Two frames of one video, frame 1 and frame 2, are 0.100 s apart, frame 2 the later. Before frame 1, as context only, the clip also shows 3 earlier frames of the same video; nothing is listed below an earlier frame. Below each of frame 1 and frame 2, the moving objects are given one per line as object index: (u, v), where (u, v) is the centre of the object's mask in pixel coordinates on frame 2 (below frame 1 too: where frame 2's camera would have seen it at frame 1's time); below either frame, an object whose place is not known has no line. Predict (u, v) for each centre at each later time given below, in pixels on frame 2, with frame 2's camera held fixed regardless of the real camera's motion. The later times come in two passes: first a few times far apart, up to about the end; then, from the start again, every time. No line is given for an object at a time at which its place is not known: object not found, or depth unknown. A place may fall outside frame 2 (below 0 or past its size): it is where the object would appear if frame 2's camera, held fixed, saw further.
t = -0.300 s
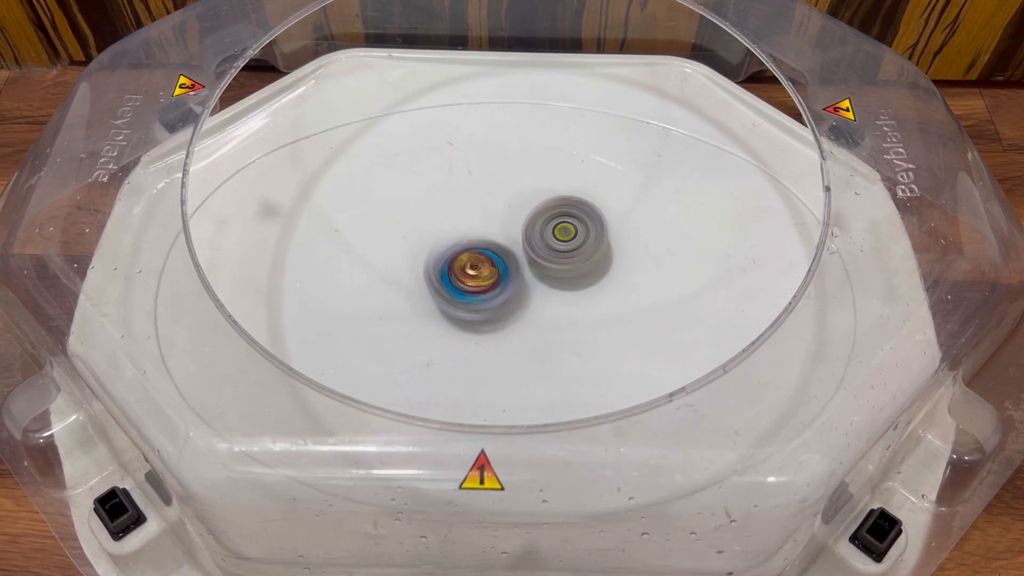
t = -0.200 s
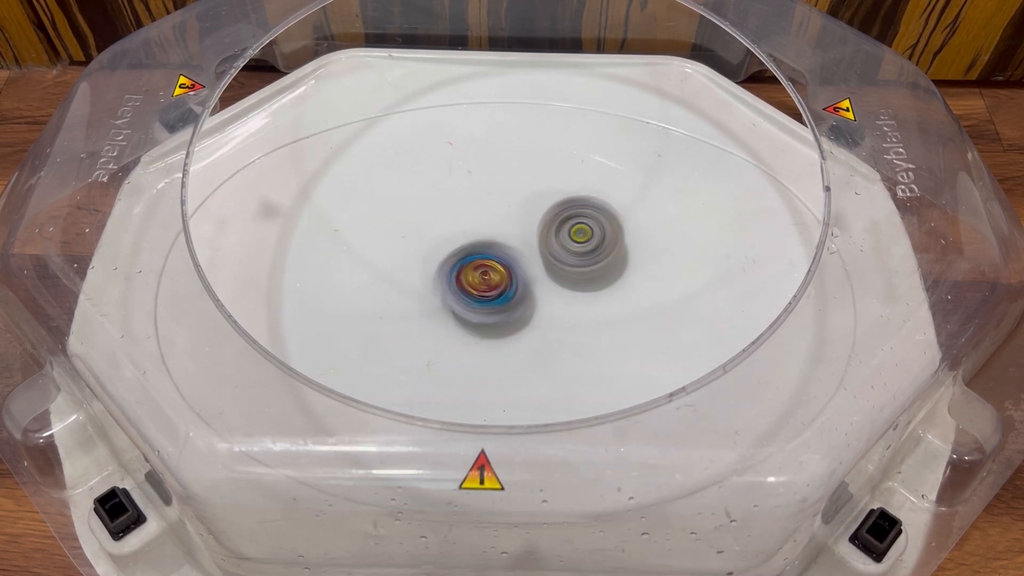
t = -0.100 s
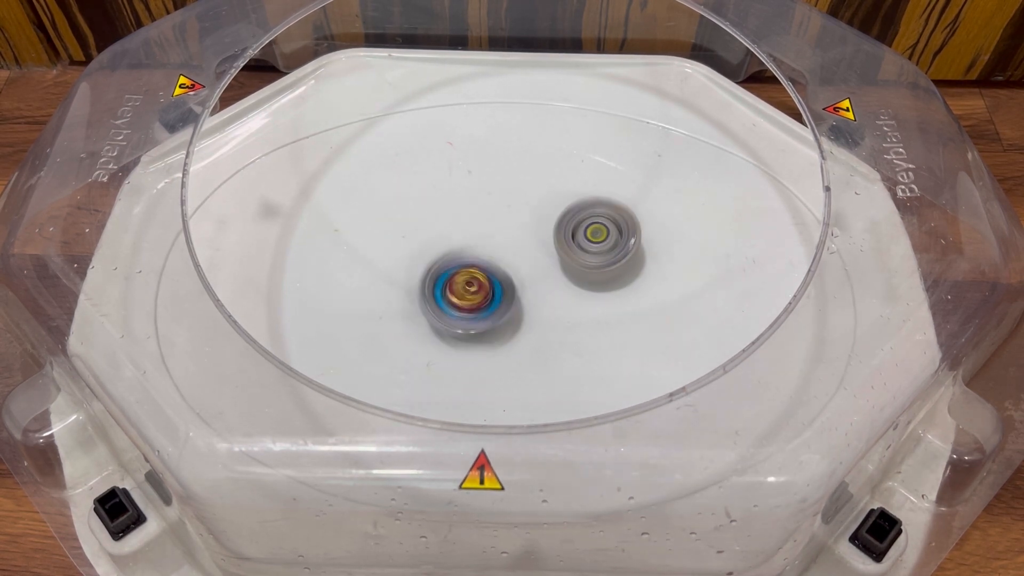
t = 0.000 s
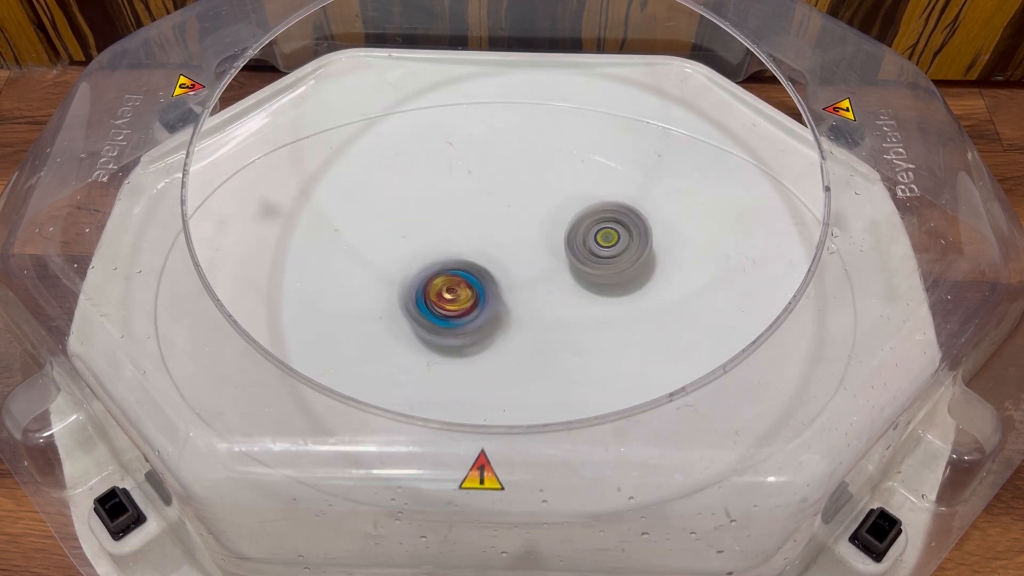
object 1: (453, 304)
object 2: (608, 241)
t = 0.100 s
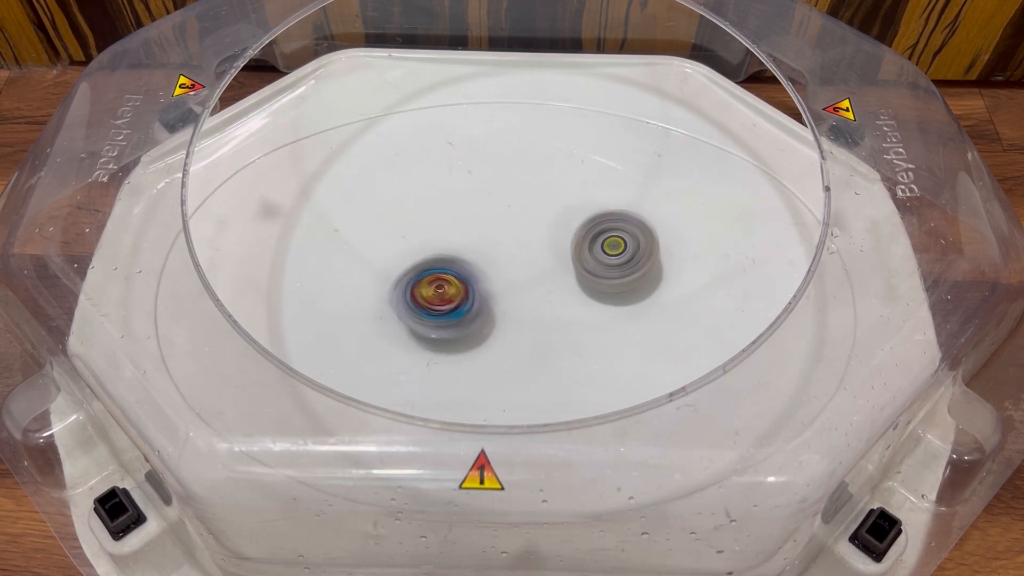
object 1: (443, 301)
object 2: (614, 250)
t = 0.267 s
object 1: (449, 289)
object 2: (621, 275)
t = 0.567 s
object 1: (510, 293)
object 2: (606, 309)
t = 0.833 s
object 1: (508, 296)
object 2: (617, 330)
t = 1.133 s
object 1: (494, 273)
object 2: (603, 339)
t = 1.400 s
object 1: (512, 247)
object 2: (584, 328)
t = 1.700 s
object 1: (511, 218)
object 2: (576, 340)
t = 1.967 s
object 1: (502, 208)
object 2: (570, 325)
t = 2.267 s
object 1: (481, 251)
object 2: (562, 294)
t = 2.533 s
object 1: (429, 263)
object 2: (595, 287)
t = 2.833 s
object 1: (389, 284)
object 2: (609, 279)
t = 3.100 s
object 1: (382, 296)
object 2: (604, 273)
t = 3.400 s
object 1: (429, 295)
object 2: (580, 261)
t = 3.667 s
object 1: (483, 299)
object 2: (573, 244)
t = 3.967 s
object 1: (487, 303)
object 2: (576, 223)
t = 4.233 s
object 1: (519, 302)
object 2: (569, 222)
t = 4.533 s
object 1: (511, 315)
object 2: (565, 227)
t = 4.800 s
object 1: (493, 308)
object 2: (555, 234)
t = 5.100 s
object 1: (457, 299)
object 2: (562, 230)
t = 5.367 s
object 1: (461, 278)
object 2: (559, 243)
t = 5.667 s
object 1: (465, 280)
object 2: (569, 255)
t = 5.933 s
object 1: (467, 294)
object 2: (587, 263)
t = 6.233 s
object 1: (465, 301)
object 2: (593, 277)
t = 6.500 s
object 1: (483, 297)
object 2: (584, 279)
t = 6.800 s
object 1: (481, 286)
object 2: (587, 263)
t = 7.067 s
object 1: (487, 271)
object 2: (595, 258)
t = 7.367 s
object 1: (479, 261)
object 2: (591, 266)
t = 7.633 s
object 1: (475, 269)
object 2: (569, 268)
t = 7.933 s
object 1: (467, 281)
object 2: (572, 263)
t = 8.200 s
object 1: (463, 291)
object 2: (568, 259)
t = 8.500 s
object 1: (464, 296)
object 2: (565, 254)
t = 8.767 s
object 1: (468, 296)
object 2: (566, 246)
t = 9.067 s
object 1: (464, 295)
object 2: (576, 246)
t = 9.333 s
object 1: (455, 294)
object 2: (573, 251)
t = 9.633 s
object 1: (462, 289)
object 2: (543, 241)
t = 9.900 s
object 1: (462, 276)
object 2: (545, 226)
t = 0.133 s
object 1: (440, 300)
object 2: (616, 253)
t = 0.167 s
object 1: (437, 295)
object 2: (617, 257)
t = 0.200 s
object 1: (440, 294)
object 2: (619, 260)
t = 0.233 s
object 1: (443, 292)
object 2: (620, 270)
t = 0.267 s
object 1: (449, 289)
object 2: (621, 275)
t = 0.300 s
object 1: (453, 286)
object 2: (619, 277)
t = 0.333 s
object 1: (460, 285)
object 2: (618, 281)
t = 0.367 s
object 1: (466, 284)
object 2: (617, 287)
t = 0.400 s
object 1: (473, 283)
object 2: (616, 290)
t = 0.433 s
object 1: (480, 284)
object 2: (614, 295)
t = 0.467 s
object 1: (489, 285)
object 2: (612, 299)
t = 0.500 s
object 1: (496, 288)
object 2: (610, 303)
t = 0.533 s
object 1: (506, 291)
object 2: (606, 305)
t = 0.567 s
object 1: (510, 293)
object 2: (606, 309)
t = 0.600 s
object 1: (512, 293)
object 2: (614, 314)
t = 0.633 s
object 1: (510, 295)
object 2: (618, 317)
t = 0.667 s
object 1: (512, 296)
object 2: (620, 320)
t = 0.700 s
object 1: (512, 298)
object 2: (622, 323)
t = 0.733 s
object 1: (514, 298)
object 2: (620, 324)
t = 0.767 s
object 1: (513, 299)
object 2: (619, 325)
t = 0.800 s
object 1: (512, 298)
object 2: (617, 326)
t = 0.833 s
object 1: (508, 296)
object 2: (617, 330)
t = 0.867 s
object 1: (508, 295)
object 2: (613, 328)
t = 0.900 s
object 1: (511, 298)
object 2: (609, 328)
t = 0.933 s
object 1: (512, 296)
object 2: (603, 328)
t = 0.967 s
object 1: (510, 294)
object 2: (599, 329)
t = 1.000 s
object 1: (506, 290)
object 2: (607, 338)
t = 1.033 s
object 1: (500, 287)
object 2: (606, 336)
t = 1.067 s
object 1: (499, 283)
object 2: (605, 338)
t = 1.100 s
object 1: (495, 278)
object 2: (603, 339)
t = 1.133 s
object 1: (494, 273)
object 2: (603, 339)
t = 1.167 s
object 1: (491, 268)
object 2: (603, 339)
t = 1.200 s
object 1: (492, 264)
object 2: (600, 339)
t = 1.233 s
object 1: (492, 258)
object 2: (598, 338)
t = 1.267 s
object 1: (495, 254)
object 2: (597, 337)
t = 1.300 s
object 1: (497, 250)
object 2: (594, 335)
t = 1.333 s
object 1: (502, 249)
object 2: (589, 334)
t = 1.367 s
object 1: (507, 246)
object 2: (586, 331)
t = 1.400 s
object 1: (512, 247)
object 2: (584, 328)
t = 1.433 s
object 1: (519, 250)
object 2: (579, 324)
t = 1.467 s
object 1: (521, 252)
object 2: (574, 320)
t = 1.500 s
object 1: (525, 251)
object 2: (571, 317)
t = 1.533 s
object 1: (523, 253)
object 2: (572, 322)
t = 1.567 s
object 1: (520, 245)
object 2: (573, 333)
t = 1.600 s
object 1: (515, 238)
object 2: (575, 340)
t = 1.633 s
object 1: (514, 231)
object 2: (575, 339)
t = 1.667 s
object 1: (511, 225)
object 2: (574, 341)
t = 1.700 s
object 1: (511, 218)
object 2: (576, 340)
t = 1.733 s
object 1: (508, 213)
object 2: (574, 339)
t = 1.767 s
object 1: (507, 209)
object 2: (574, 340)
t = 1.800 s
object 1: (506, 205)
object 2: (575, 337)
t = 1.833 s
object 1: (505, 204)
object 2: (573, 336)
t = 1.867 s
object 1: (506, 204)
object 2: (573, 334)
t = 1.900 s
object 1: (505, 206)
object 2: (572, 331)
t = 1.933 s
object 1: (504, 207)
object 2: (570, 328)
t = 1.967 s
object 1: (502, 208)
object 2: (570, 325)
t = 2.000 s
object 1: (499, 209)
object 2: (567, 322)
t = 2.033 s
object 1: (497, 210)
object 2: (568, 319)
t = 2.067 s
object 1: (497, 215)
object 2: (566, 315)
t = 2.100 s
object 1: (497, 221)
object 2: (564, 312)
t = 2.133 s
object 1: (497, 232)
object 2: (566, 309)
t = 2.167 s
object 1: (495, 238)
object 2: (563, 305)
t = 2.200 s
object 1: (490, 245)
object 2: (565, 303)
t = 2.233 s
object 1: (486, 246)
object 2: (562, 296)
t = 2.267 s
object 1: (481, 251)
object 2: (562, 294)
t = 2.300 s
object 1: (476, 257)
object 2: (571, 296)
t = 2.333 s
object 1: (468, 253)
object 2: (576, 294)
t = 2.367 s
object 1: (463, 259)
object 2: (580, 300)
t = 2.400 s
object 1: (457, 259)
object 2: (581, 293)
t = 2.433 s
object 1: (450, 261)
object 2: (585, 287)
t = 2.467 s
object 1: (443, 262)
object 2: (588, 290)
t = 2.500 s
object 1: (435, 263)
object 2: (590, 285)
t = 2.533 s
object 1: (429, 263)
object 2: (595, 287)
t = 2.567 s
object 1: (420, 265)
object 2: (595, 283)
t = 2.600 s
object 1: (416, 265)
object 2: (600, 285)
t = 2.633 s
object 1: (410, 267)
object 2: (601, 282)
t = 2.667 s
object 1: (408, 270)
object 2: (605, 282)
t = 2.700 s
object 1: (404, 273)
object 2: (604, 280)
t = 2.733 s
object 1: (401, 277)
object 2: (608, 277)
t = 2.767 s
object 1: (397, 280)
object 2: (607, 279)
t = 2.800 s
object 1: (392, 285)
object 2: (609, 273)
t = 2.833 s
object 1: (389, 284)
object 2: (609, 279)
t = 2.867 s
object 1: (385, 286)
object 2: (609, 269)
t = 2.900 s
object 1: (385, 288)
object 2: (610, 277)
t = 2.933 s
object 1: (384, 290)
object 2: (609, 271)
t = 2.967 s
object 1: (384, 295)
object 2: (609, 275)
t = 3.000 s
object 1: (382, 296)
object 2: (608, 273)
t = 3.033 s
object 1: (381, 298)
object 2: (608, 276)
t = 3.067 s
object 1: (381, 297)
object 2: (605, 273)
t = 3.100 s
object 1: (382, 296)
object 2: (604, 273)
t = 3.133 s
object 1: (388, 297)
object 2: (602, 272)
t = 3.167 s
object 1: (391, 296)
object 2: (600, 270)
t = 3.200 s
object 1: (392, 297)
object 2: (596, 270)
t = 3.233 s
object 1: (397, 295)
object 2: (594, 267)
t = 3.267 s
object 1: (402, 295)
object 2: (592, 268)
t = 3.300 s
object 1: (410, 296)
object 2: (588, 263)
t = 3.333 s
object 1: (417, 296)
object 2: (585, 265)
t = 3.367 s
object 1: (421, 298)
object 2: (582, 269)
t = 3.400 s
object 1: (429, 295)
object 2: (580, 261)
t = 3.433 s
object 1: (435, 295)
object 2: (575, 265)
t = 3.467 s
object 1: (446, 295)
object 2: (575, 263)
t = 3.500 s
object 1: (456, 294)
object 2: (570, 257)
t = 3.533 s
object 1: (461, 296)
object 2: (569, 259)
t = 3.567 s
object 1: (469, 292)
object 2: (564, 253)
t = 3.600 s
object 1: (475, 292)
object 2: (562, 255)
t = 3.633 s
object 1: (481, 295)
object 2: (569, 252)
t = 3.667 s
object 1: (483, 299)
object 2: (573, 244)
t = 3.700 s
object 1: (478, 302)
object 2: (577, 240)
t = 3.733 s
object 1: (478, 301)
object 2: (579, 238)
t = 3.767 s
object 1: (479, 301)
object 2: (576, 235)
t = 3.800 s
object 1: (482, 303)
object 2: (578, 232)
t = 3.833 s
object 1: (480, 303)
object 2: (577, 229)
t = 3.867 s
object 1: (478, 302)
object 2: (576, 228)
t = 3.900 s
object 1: (483, 300)
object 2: (577, 225)
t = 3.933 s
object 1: (486, 302)
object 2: (576, 224)
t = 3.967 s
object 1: (487, 303)
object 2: (576, 223)
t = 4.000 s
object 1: (490, 301)
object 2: (575, 222)
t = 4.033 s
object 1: (495, 298)
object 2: (573, 222)
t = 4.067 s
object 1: (502, 302)
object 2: (573, 222)
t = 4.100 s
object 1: (503, 298)
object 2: (572, 222)
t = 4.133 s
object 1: (505, 298)
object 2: (569, 224)
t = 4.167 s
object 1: (514, 296)
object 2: (570, 224)
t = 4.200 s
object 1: (519, 296)
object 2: (567, 225)
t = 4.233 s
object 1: (519, 302)
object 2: (569, 222)
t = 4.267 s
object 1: (519, 301)
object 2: (573, 220)
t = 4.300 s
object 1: (520, 304)
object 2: (572, 220)
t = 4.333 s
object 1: (521, 312)
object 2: (570, 221)
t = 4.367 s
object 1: (518, 310)
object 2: (571, 219)
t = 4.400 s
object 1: (518, 312)
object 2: (571, 220)
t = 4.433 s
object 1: (519, 314)
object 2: (569, 221)
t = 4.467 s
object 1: (512, 314)
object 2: (568, 223)
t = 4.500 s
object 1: (510, 314)
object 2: (568, 225)
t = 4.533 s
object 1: (511, 315)
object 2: (565, 227)
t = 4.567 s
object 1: (507, 314)
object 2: (563, 229)
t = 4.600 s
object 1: (505, 312)
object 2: (562, 231)
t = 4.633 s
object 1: (510, 312)
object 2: (560, 233)
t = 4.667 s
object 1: (510, 311)
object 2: (557, 235)
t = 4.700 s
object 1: (501, 309)
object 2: (559, 234)
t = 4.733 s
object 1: (502, 310)
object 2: (561, 233)
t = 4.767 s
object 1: (501, 310)
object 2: (558, 234)
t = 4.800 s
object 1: (493, 308)
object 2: (555, 234)
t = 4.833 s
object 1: (493, 306)
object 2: (556, 235)
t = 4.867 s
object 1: (491, 306)
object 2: (552, 236)
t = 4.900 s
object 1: (484, 302)
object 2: (549, 237)
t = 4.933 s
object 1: (485, 298)
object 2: (549, 236)
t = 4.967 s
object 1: (481, 302)
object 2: (557, 232)
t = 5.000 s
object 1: (473, 300)
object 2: (561, 231)
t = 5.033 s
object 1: (470, 299)
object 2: (559, 231)
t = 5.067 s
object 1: (466, 300)
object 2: (560, 230)
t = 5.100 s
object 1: (457, 299)
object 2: (562, 230)
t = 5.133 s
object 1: (459, 297)
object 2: (563, 231)
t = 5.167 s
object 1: (456, 297)
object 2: (563, 232)
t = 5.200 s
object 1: (450, 293)
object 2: (563, 233)
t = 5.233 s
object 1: (451, 289)
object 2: (562, 235)
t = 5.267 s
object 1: (452, 287)
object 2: (563, 236)
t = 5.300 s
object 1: (451, 283)
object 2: (564, 239)
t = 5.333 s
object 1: (458, 280)
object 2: (562, 241)
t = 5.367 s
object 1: (461, 278)
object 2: (559, 243)
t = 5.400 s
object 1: (463, 276)
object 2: (558, 245)
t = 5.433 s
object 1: (472, 276)
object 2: (559, 245)
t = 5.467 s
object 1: (471, 277)
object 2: (561, 247)
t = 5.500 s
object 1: (467, 276)
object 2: (567, 248)
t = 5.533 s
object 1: (469, 280)
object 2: (568, 249)
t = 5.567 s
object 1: (465, 276)
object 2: (569, 251)
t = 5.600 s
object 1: (465, 278)
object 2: (569, 252)
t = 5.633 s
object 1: (468, 282)
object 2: (569, 254)
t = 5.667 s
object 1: (465, 280)
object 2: (569, 255)
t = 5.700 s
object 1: (470, 283)
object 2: (569, 257)
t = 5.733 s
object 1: (468, 284)
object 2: (567, 259)
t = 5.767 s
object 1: (474, 284)
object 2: (565, 261)
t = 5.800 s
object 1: (474, 287)
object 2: (565, 262)
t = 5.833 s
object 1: (472, 288)
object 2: (566, 264)
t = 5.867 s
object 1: (474, 290)
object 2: (570, 265)
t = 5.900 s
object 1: (466, 293)
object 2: (579, 263)
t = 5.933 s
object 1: (467, 294)
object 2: (587, 263)
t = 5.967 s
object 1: (462, 296)
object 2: (590, 265)
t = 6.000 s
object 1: (462, 296)
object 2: (591, 266)
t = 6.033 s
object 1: (462, 298)
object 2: (593, 265)
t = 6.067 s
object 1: (457, 299)
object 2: (596, 267)
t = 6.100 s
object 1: (463, 302)
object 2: (596, 270)
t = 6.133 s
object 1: (459, 300)
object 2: (594, 272)
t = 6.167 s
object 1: (460, 301)
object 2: (595, 271)
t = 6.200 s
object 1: (461, 304)
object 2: (595, 274)
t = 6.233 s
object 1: (465, 301)
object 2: (593, 277)
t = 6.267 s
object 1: (466, 303)
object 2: (589, 278)
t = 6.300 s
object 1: (468, 301)
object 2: (588, 277)
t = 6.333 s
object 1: (473, 302)
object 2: (586, 279)
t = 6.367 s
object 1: (476, 300)
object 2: (583, 280)
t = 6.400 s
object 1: (483, 299)
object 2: (579, 280)
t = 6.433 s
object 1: (480, 299)
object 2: (577, 279)
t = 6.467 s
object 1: (487, 299)
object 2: (577, 279)
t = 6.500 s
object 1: (483, 297)
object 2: (584, 279)
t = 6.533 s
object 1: (484, 295)
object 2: (586, 279)
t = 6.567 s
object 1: (478, 298)
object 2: (586, 278)
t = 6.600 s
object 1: (481, 295)
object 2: (585, 275)
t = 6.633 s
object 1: (479, 294)
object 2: (586, 271)
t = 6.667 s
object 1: (479, 291)
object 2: (588, 269)
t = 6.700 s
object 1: (479, 293)
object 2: (587, 268)
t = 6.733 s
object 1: (481, 288)
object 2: (586, 266)
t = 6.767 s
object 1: (478, 288)
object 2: (587, 264)
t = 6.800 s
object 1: (481, 286)
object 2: (587, 263)
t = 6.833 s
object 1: (483, 285)
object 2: (586, 261)
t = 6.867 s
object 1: (486, 282)
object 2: (585, 259)
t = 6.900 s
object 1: (487, 281)
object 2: (585, 259)
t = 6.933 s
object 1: (490, 278)
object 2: (583, 258)
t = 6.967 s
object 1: (490, 279)
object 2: (582, 256)
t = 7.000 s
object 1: (495, 275)
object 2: (585, 257)
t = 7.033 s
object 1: (493, 275)
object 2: (590, 257)
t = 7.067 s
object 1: (487, 271)
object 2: (595, 258)
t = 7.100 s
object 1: (487, 275)
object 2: (595, 259)
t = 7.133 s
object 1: (484, 269)
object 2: (594, 260)
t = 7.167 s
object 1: (482, 267)
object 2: (593, 259)
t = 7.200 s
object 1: (477, 265)
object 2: (594, 260)
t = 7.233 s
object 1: (480, 265)
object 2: (595, 262)
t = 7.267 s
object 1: (476, 262)
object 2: (594, 264)
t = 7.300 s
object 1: (477, 263)
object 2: (592, 265)
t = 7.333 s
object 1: (476, 263)
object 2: (593, 264)
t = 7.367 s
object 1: (479, 261)
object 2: (591, 266)
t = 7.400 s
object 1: (476, 264)
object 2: (587, 268)
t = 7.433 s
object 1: (478, 263)
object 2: (583, 268)
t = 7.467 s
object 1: (476, 267)
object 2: (581, 267)
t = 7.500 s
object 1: (480, 266)
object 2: (580, 268)
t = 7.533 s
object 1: (479, 268)
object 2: (575, 268)
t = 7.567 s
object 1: (475, 268)
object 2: (577, 267)
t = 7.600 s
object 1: (476, 273)
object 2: (574, 270)
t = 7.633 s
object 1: (475, 269)
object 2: (569, 268)
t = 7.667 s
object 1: (473, 270)
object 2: (569, 266)
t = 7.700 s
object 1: (469, 271)
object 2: (571, 264)
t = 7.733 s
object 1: (475, 275)
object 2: (572, 264)
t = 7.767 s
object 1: (471, 271)
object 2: (568, 264)
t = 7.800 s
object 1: (472, 274)
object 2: (566, 262)
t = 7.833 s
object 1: (470, 276)
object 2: (567, 261)
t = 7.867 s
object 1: (475, 279)
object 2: (571, 259)
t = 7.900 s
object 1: (467, 279)
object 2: (575, 260)
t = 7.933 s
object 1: (467, 281)
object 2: (572, 263)
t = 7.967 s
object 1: (463, 284)
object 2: (568, 263)
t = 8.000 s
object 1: (466, 285)
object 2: (570, 260)
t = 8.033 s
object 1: (462, 286)
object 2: (574, 258)
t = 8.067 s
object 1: (463, 287)
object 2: (573, 261)
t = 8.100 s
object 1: (460, 291)
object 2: (570, 263)
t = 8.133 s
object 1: (463, 290)
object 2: (568, 263)
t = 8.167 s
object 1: (460, 291)
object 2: (568, 260)
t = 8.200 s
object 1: (463, 291)
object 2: (568, 259)
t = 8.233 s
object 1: (462, 294)
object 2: (568, 261)
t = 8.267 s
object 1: (467, 293)
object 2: (568, 262)
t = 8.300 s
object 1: (465, 293)
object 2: (564, 261)
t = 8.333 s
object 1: (468, 293)
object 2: (560, 260)
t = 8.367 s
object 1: (469, 294)
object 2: (560, 258)
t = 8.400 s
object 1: (473, 293)
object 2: (565, 258)
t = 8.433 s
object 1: (469, 295)
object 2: (567, 255)
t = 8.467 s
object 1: (471, 295)
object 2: (566, 255)
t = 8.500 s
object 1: (464, 296)
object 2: (565, 254)
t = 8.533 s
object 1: (467, 298)
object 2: (565, 250)
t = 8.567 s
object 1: (466, 297)
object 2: (564, 248)
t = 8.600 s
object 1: (468, 297)
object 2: (567, 248)
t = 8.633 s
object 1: (462, 298)
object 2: (569, 248)
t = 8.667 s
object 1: (468, 302)
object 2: (566, 248)
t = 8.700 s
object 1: (468, 297)
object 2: (563, 249)
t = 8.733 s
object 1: (471, 297)
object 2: (564, 247)
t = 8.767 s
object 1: (468, 296)
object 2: (566, 246)
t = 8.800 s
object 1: (475, 300)
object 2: (564, 247)
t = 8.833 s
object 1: (477, 293)
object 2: (564, 248)
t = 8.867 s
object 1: (478, 291)
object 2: (563, 248)
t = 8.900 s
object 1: (474, 289)
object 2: (563, 247)
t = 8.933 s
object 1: (472, 296)
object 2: (567, 249)
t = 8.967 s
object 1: (481, 295)
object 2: (565, 251)
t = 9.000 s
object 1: (480, 289)
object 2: (560, 251)
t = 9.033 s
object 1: (470, 289)
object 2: (570, 246)
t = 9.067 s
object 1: (464, 295)
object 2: (576, 246)
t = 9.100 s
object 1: (465, 296)
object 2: (578, 248)
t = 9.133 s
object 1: (463, 292)
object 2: (578, 249)
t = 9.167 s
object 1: (462, 292)
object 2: (577, 248)
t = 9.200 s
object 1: (454, 290)
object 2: (578, 248)
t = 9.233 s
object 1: (452, 297)
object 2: (580, 247)
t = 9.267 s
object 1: (455, 297)
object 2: (578, 250)
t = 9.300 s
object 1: (453, 294)
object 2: (578, 249)
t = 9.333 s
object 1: (455, 294)
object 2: (573, 251)
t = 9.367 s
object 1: (449, 293)
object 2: (574, 251)
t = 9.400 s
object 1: (453, 297)
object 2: (568, 251)
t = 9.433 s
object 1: (458, 294)
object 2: (564, 253)
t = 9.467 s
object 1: (457, 291)
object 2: (559, 251)
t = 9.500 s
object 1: (459, 290)
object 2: (553, 250)
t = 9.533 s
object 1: (453, 291)
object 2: (552, 249)
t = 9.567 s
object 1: (456, 292)
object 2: (547, 246)
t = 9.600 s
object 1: (460, 288)
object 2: (546, 247)
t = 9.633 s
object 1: (462, 289)
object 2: (543, 241)
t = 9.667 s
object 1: (463, 287)
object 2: (549, 240)
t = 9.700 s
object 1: (457, 284)
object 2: (549, 234)
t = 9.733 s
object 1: (457, 283)
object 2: (549, 233)
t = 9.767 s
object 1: (458, 279)
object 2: (547, 228)
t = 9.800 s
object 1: (457, 277)
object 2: (548, 229)
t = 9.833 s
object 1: (462, 277)
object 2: (547, 226)
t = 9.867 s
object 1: (459, 274)
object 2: (546, 227)
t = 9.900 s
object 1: (462, 276)
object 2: (545, 226)
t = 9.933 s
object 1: (470, 273)
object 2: (543, 228)
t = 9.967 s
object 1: (471, 270)
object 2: (545, 226)
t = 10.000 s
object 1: (470, 271)
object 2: (550, 225)
